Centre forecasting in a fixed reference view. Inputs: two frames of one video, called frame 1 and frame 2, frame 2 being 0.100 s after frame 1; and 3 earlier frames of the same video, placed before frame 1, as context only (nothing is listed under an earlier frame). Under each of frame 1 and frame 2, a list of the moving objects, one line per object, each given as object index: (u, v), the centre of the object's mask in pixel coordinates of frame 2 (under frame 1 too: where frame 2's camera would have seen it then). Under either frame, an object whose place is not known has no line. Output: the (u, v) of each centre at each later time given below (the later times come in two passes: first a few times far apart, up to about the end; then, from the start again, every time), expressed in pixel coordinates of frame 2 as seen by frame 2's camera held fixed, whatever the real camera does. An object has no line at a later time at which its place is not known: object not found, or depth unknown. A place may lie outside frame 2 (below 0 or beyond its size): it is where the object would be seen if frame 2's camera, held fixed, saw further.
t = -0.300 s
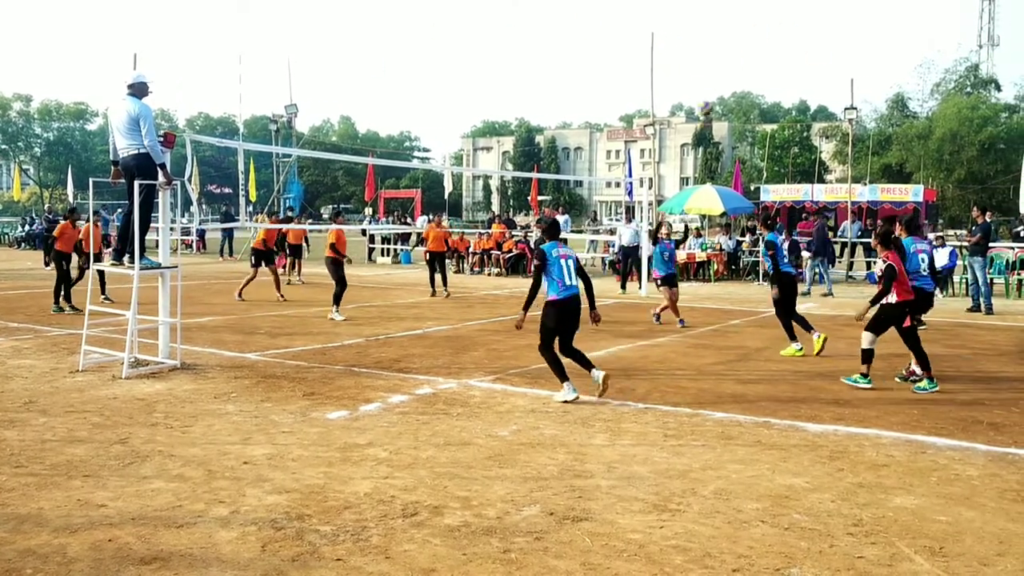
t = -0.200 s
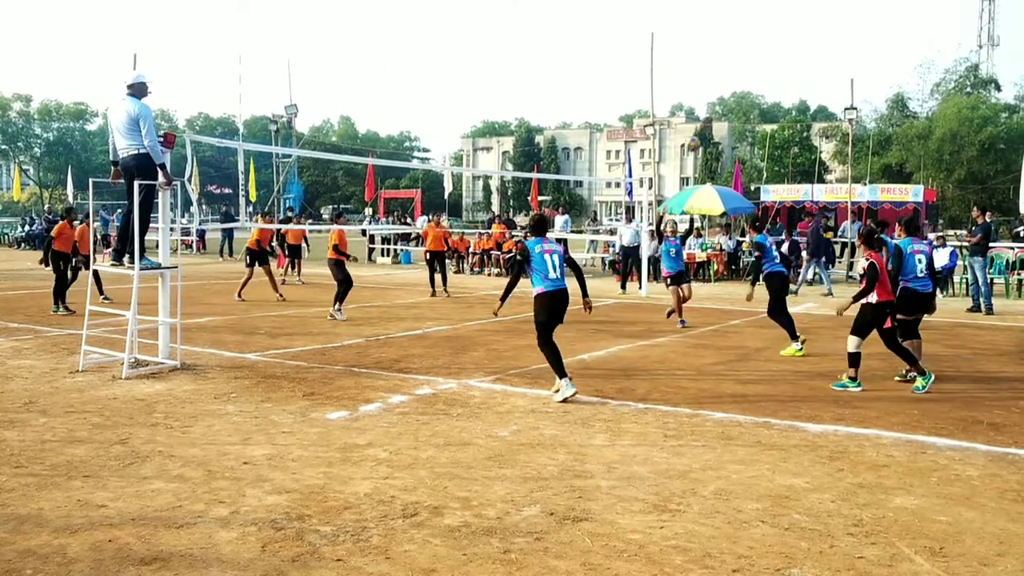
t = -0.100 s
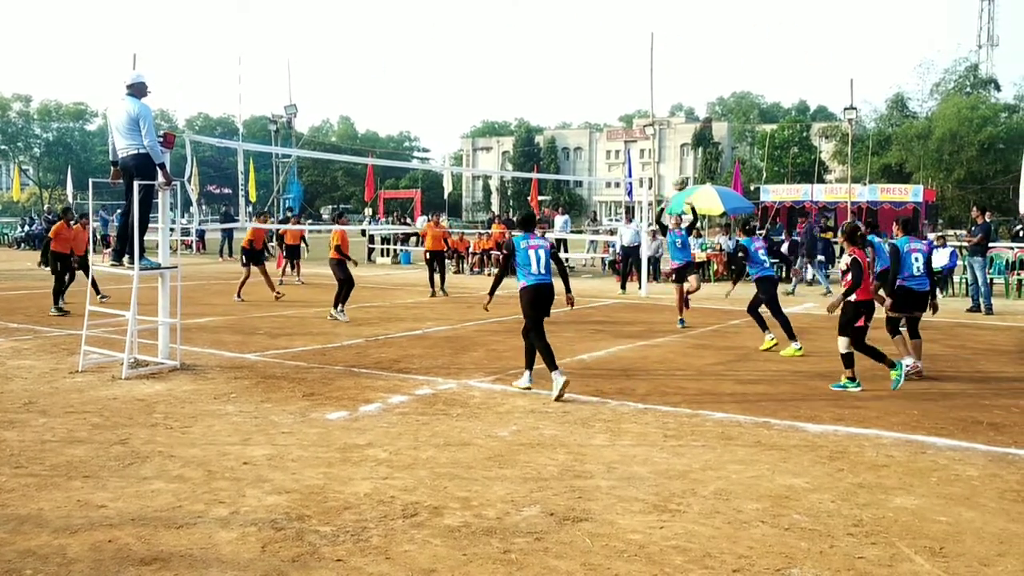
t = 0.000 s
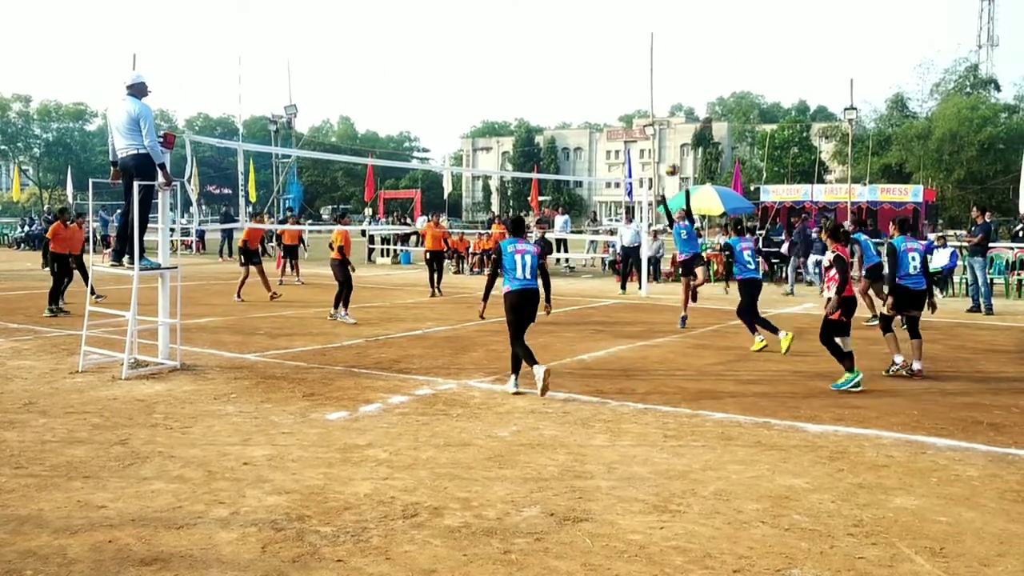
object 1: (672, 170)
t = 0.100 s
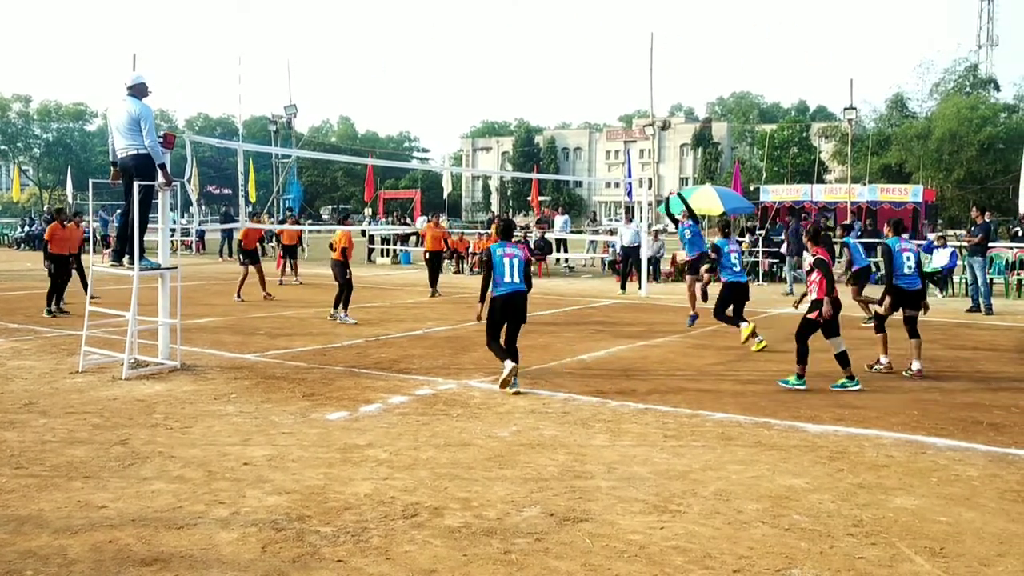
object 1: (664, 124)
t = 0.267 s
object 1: (650, 65)
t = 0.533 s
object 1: (628, 12)
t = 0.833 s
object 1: (603, 13)
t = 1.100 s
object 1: (581, 68)
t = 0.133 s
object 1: (661, 111)
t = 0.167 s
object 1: (658, 98)
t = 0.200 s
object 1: (656, 86)
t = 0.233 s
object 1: (653, 75)
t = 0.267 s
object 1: (650, 65)
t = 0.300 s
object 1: (647, 56)
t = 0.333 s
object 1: (645, 47)
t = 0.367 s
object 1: (642, 39)
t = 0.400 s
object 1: (639, 32)
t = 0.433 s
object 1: (636, 26)
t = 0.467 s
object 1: (634, 20)
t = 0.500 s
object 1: (631, 16)
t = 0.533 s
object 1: (628, 12)
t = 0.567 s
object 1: (625, 9)
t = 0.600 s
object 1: (622, 8)
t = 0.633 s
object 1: (619, 7)
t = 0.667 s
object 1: (617, 7)
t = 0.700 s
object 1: (614, 8)
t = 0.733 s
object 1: (611, 8)
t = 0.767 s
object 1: (609, 9)
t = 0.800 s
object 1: (606, 11)
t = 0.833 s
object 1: (603, 13)
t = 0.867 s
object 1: (600, 16)
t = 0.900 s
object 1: (597, 22)
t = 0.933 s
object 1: (595, 28)
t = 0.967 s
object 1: (591, 34)
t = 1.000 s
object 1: (589, 41)
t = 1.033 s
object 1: (586, 49)
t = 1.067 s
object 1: (583, 58)
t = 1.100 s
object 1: (581, 68)
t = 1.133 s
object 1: (578, 78)
